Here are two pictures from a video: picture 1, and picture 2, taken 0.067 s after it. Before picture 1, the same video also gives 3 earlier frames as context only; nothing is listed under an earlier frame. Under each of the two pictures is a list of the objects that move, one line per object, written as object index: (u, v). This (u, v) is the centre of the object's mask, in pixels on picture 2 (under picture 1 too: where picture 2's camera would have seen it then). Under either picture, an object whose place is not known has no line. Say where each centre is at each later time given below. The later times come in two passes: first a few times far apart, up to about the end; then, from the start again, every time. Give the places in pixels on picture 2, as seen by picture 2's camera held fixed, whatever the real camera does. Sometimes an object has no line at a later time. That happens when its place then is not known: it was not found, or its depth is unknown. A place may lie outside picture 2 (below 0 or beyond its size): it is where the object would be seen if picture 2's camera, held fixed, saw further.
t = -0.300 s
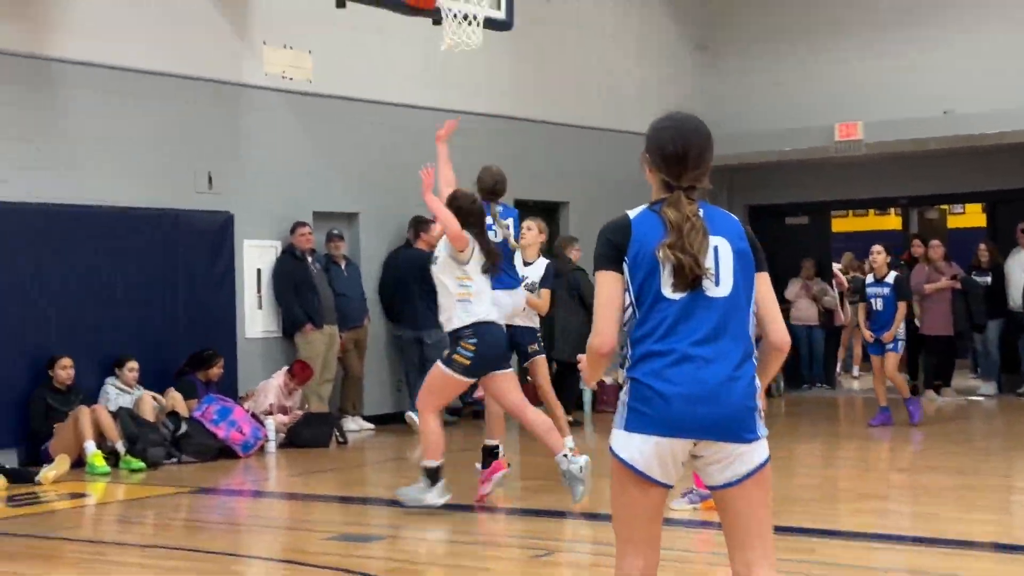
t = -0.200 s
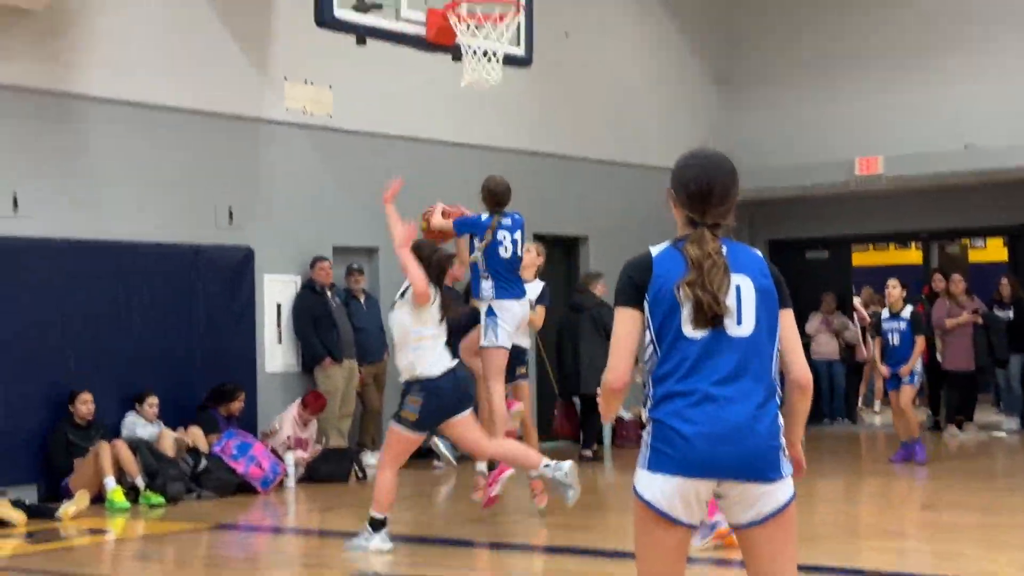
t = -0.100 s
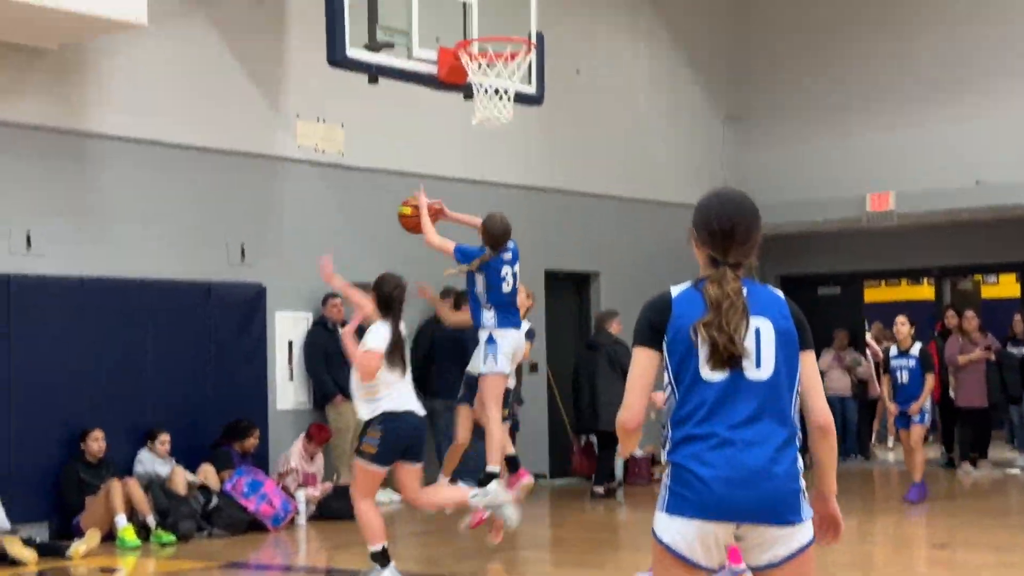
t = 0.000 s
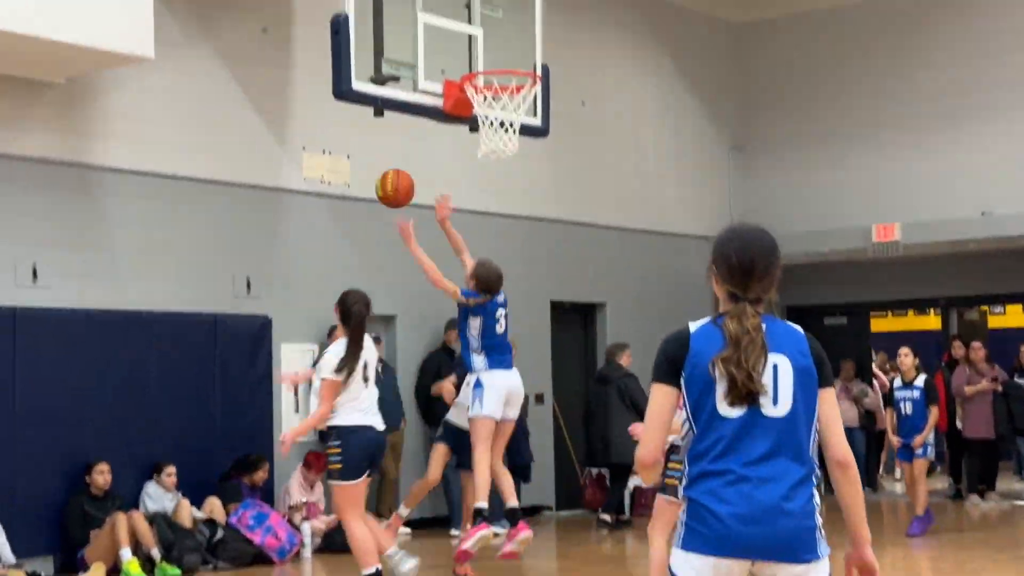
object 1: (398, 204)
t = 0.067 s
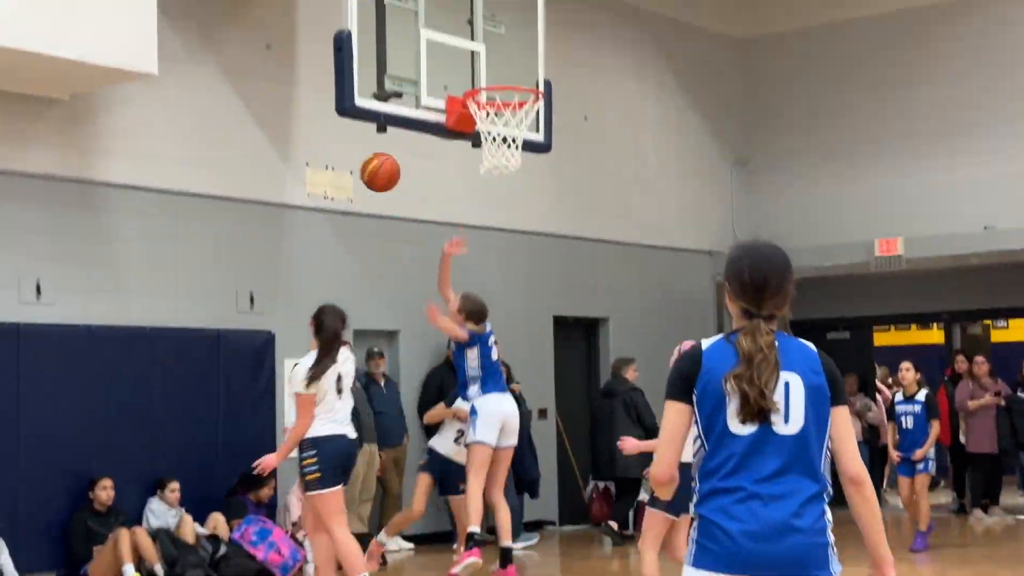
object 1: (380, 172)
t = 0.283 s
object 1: (319, 116)
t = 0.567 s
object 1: (228, 167)
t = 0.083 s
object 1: (376, 165)
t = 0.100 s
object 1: (371, 159)
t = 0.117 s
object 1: (367, 153)
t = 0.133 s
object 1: (362, 147)
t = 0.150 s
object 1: (357, 142)
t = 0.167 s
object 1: (352, 137)
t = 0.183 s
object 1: (348, 133)
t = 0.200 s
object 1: (343, 129)
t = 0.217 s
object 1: (338, 125)
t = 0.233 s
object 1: (333, 122)
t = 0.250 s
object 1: (329, 120)
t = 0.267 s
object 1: (324, 117)
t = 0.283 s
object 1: (319, 116)
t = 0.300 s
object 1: (314, 115)
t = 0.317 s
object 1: (309, 114)
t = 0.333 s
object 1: (304, 114)
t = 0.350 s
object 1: (299, 114)
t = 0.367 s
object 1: (294, 115)
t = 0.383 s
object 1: (288, 116)
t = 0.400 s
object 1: (284, 118)
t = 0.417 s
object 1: (279, 120)
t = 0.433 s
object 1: (273, 123)
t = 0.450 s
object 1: (267, 127)
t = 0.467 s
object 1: (262, 131)
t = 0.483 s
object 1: (256, 135)
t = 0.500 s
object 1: (251, 140)
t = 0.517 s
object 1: (245, 146)
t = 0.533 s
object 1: (240, 152)
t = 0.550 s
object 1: (234, 159)
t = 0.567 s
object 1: (228, 167)
